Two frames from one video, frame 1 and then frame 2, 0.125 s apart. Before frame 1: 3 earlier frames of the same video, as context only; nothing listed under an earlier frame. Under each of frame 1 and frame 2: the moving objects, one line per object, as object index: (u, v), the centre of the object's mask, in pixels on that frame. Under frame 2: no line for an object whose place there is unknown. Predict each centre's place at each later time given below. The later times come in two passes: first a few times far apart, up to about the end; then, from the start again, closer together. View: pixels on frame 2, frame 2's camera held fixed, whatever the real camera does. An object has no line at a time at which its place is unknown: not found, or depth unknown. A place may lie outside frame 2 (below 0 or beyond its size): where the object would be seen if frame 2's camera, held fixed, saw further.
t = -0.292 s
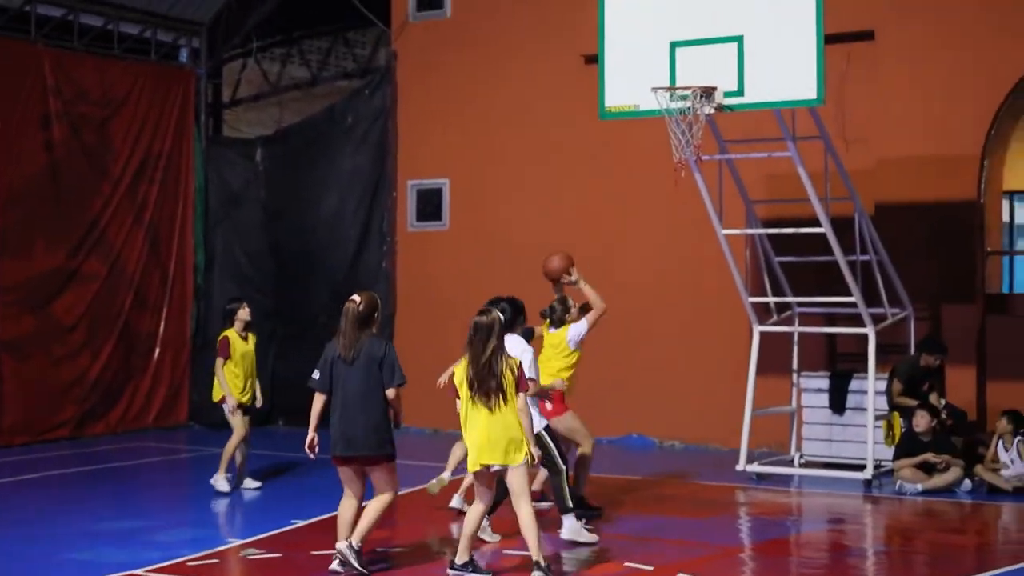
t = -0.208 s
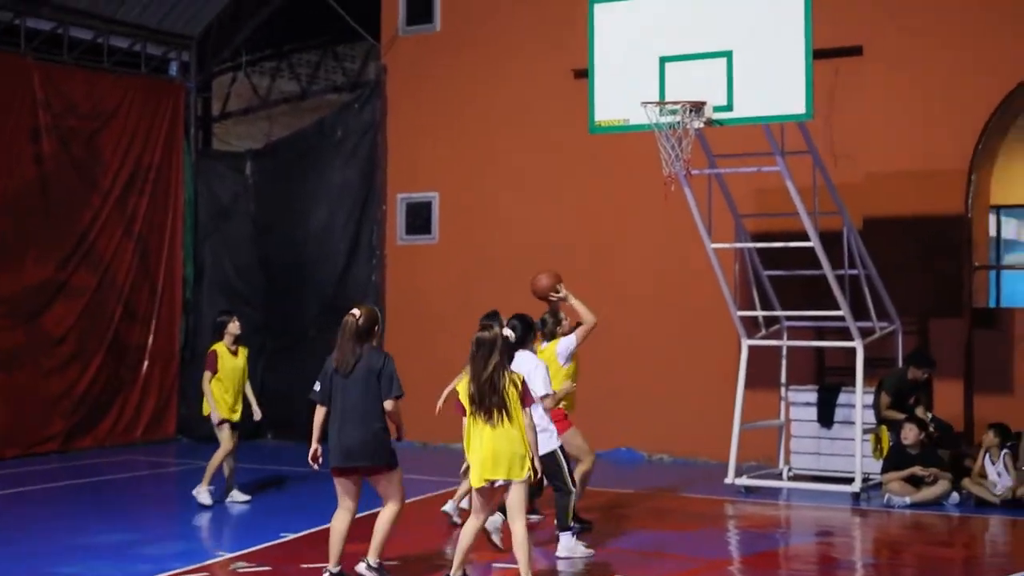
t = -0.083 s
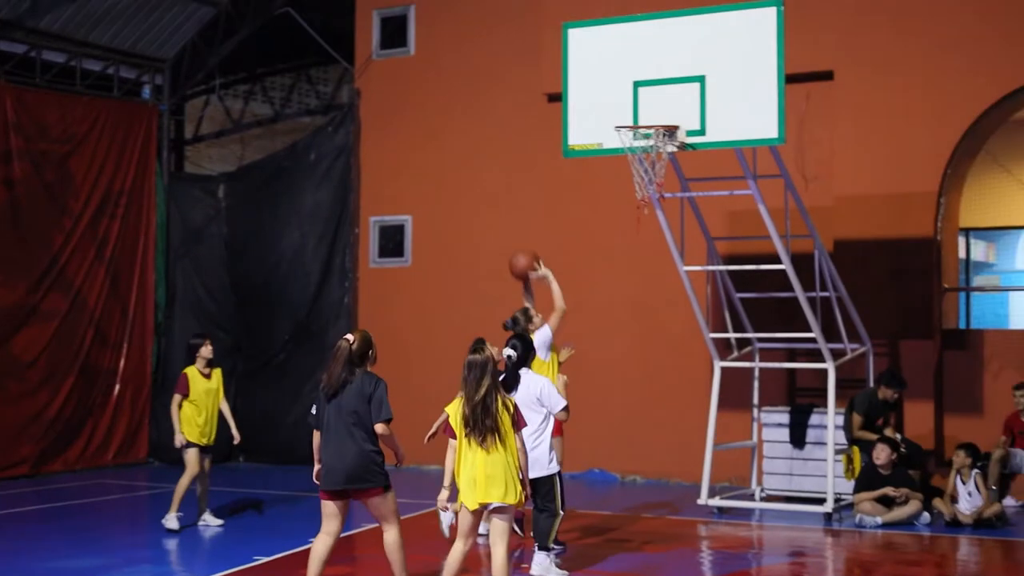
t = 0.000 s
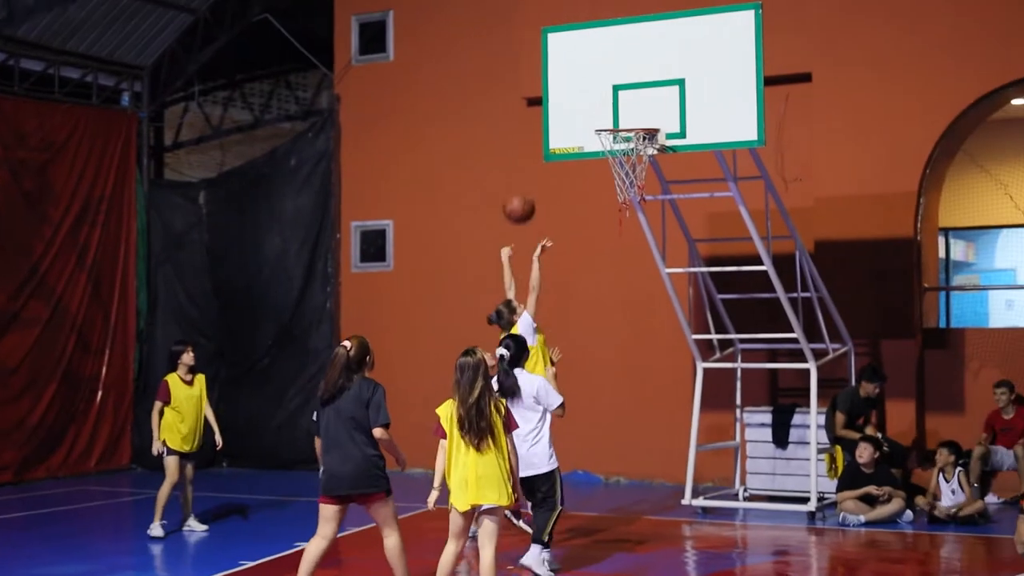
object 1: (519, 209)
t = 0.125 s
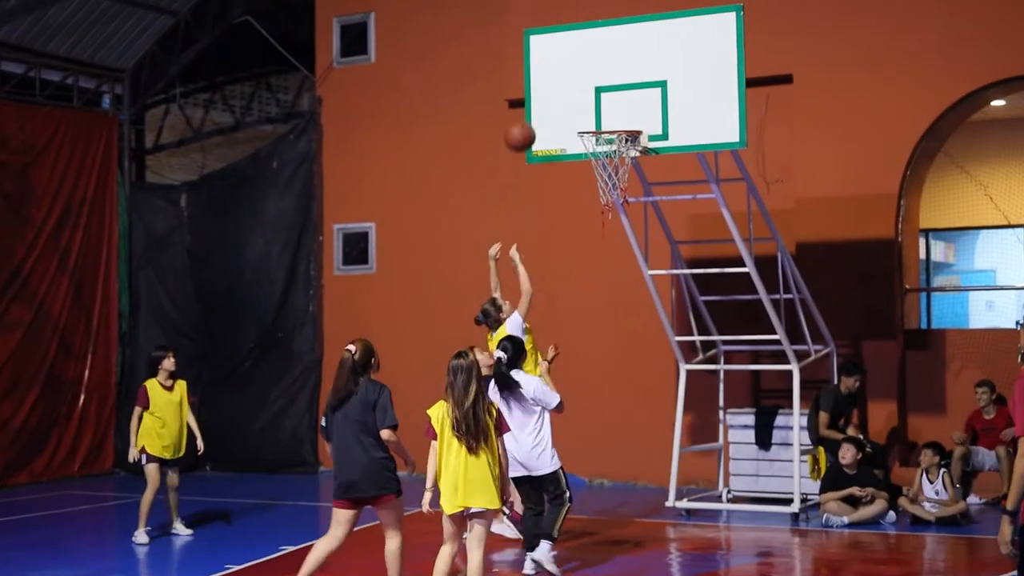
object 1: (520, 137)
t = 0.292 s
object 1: (544, 60)
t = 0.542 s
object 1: (583, 15)
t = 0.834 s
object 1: (614, 60)
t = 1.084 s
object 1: (608, 125)
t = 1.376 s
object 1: (619, 147)
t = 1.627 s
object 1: (600, 187)
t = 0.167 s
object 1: (527, 109)
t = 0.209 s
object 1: (532, 93)
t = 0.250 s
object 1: (539, 72)
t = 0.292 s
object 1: (544, 60)
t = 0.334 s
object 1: (552, 44)
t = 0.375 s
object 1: (557, 37)
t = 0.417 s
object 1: (565, 27)
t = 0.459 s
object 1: (570, 20)
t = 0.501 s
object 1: (578, 17)
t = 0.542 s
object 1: (583, 15)
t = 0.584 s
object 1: (591, 15)
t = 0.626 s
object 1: (595, 17)
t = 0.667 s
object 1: (602, 23)
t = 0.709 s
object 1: (607, 29)
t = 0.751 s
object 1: (611, 38)
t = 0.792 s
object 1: (612, 46)
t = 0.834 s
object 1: (614, 60)
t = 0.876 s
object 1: (615, 72)
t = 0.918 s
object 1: (616, 90)
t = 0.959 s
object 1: (617, 106)
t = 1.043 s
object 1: (613, 122)
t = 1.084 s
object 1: (608, 125)
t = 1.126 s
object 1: (606, 126)
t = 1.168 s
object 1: (604, 129)
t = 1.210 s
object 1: (605, 130)
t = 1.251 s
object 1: (613, 129)
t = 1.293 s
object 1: (620, 135)
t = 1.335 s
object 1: (621, 140)
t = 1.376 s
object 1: (619, 147)
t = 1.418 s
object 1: (616, 157)
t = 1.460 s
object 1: (614, 165)
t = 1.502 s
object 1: (610, 171)
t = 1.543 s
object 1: (605, 173)
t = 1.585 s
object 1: (602, 176)
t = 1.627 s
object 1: (600, 187)
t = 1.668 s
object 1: (596, 191)
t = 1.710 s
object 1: (594, 195)
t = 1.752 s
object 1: (591, 205)
